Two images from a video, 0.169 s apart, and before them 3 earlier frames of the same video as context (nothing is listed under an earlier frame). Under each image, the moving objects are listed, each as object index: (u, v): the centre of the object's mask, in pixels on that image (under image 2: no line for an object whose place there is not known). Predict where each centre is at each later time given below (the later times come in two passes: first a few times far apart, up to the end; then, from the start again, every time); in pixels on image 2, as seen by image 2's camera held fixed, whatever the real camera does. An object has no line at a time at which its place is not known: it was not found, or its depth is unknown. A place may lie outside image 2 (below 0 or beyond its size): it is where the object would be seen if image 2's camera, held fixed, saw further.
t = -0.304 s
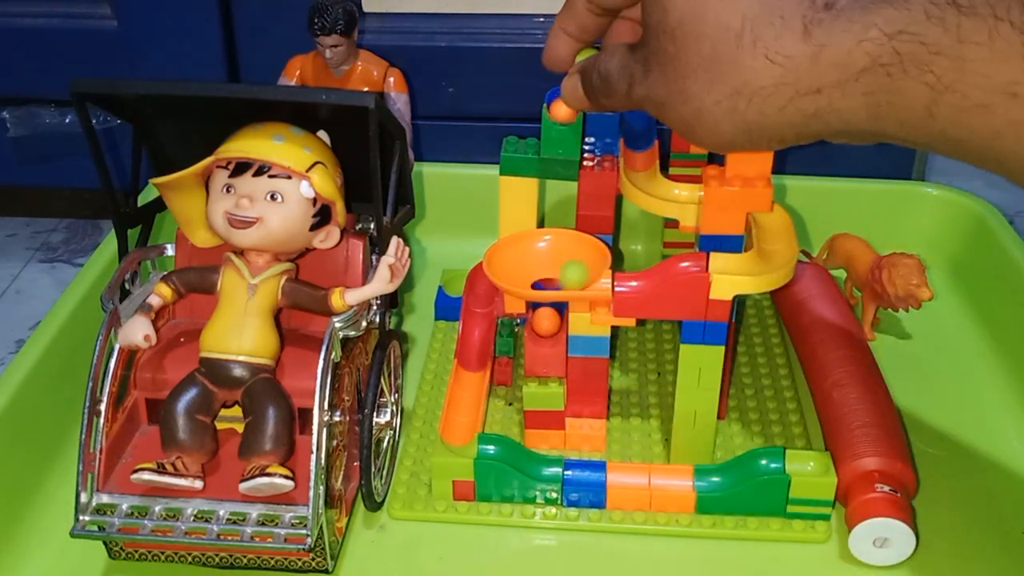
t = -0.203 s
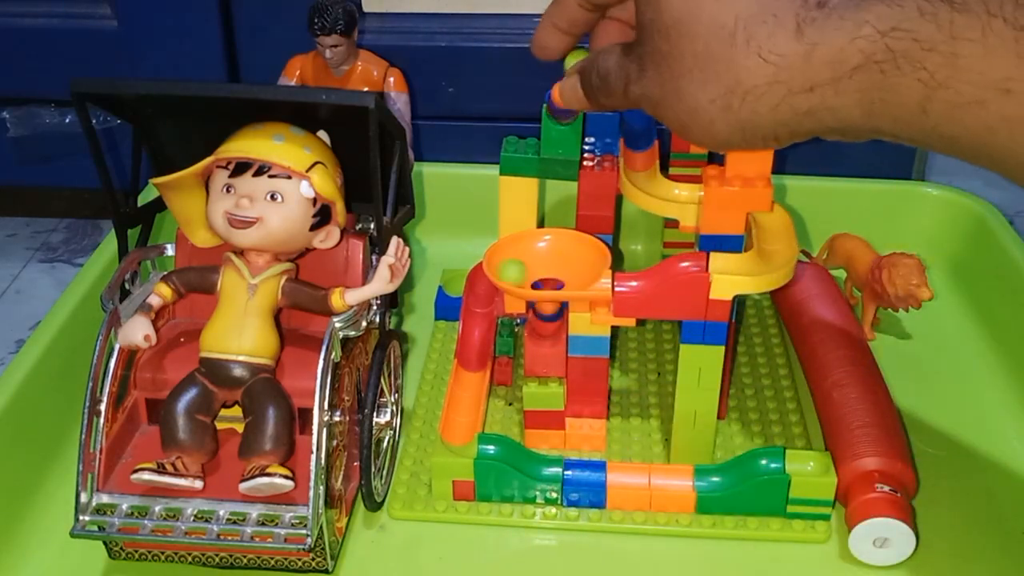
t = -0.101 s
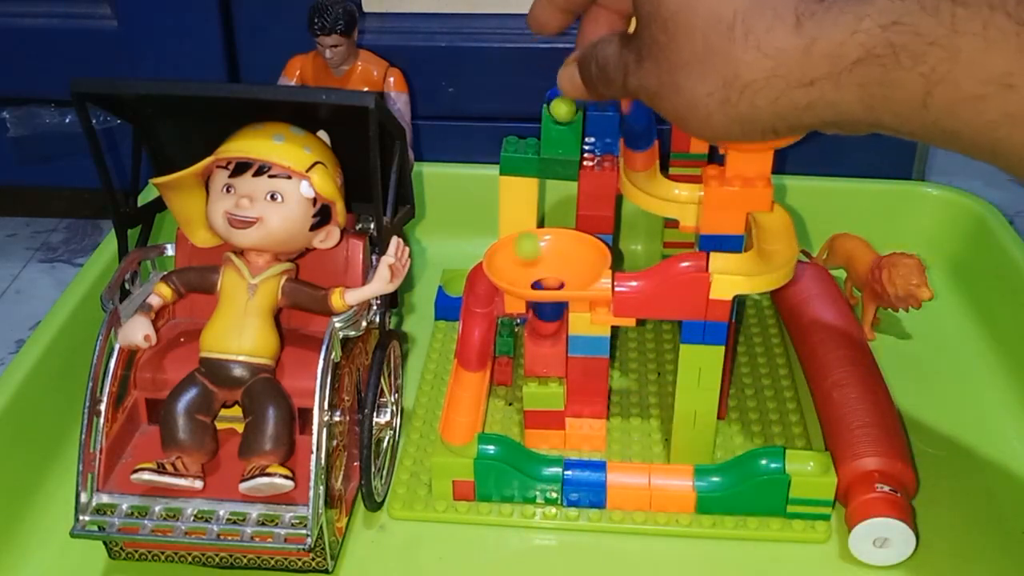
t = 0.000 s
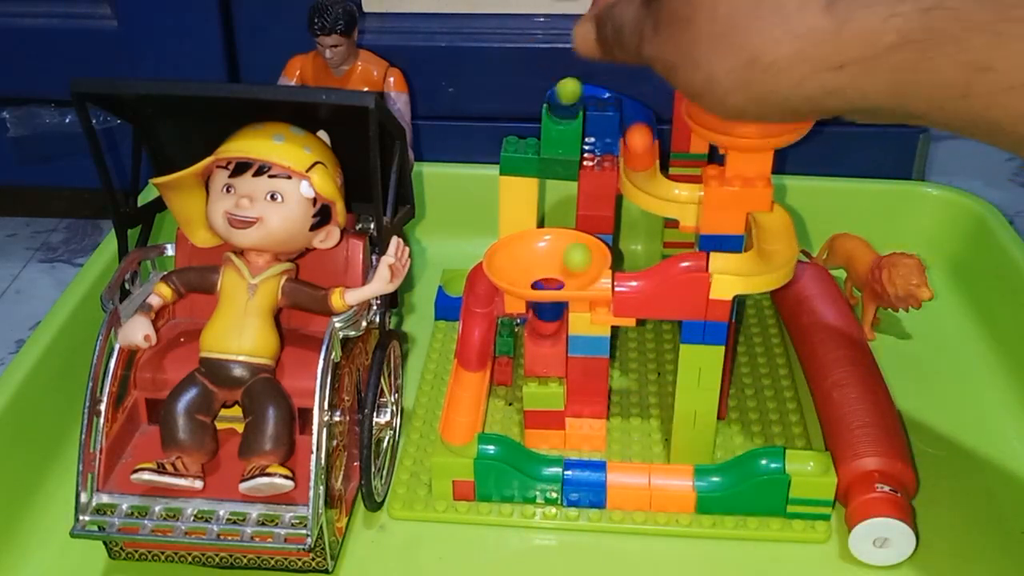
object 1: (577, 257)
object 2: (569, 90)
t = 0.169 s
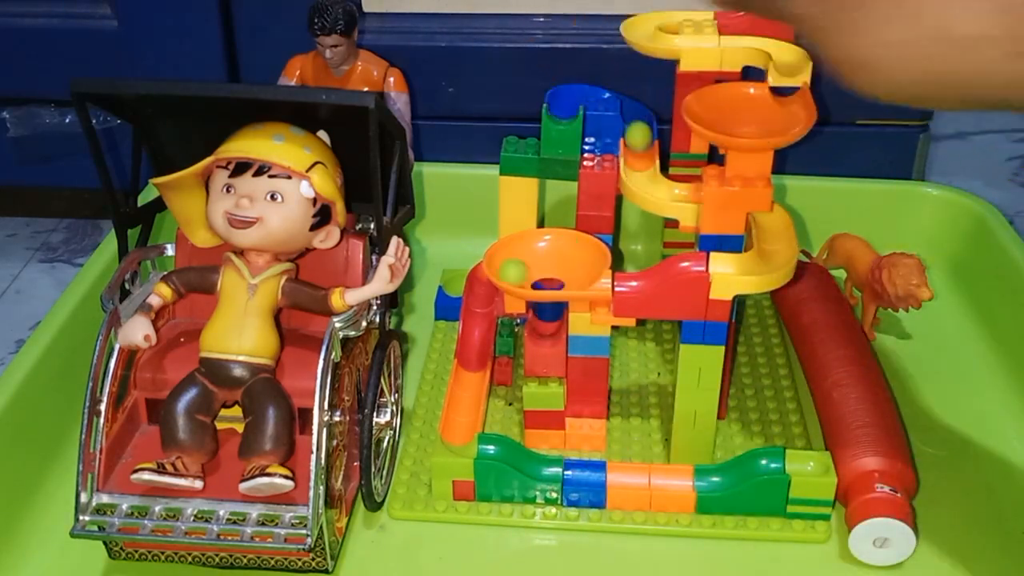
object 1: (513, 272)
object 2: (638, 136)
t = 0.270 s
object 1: (528, 250)
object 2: (651, 182)
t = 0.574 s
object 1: (510, 270)
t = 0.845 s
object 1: (555, 277)
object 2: (501, 258)
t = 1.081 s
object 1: (547, 254)
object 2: (568, 277)
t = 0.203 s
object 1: (507, 265)
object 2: (639, 155)
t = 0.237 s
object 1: (514, 257)
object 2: (639, 167)
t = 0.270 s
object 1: (528, 250)
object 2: (651, 182)
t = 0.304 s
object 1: (546, 249)
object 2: (675, 190)
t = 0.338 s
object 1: (563, 251)
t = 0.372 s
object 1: (573, 258)
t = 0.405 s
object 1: (574, 268)
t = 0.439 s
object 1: (565, 276)
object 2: (771, 218)
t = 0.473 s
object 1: (549, 279)
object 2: (774, 231)
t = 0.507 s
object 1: (533, 278)
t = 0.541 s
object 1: (518, 274)
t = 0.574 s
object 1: (510, 270)
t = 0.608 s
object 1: (514, 262)
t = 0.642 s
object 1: (525, 256)
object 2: (689, 260)
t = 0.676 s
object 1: (540, 252)
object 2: (660, 271)
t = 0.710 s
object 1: (556, 252)
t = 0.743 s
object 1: (567, 255)
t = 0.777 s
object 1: (572, 263)
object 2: (555, 279)
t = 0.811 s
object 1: (568, 272)
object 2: (522, 275)
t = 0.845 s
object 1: (555, 277)
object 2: (501, 258)
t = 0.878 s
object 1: (541, 279)
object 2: (505, 244)
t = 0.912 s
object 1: (525, 276)
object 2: (522, 245)
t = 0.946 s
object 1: (514, 272)
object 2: (546, 249)
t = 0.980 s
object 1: (512, 268)
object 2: (568, 253)
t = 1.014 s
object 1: (518, 261)
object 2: (582, 262)
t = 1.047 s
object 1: (532, 255)
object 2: (582, 270)
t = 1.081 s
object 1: (547, 254)
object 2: (568, 277)
